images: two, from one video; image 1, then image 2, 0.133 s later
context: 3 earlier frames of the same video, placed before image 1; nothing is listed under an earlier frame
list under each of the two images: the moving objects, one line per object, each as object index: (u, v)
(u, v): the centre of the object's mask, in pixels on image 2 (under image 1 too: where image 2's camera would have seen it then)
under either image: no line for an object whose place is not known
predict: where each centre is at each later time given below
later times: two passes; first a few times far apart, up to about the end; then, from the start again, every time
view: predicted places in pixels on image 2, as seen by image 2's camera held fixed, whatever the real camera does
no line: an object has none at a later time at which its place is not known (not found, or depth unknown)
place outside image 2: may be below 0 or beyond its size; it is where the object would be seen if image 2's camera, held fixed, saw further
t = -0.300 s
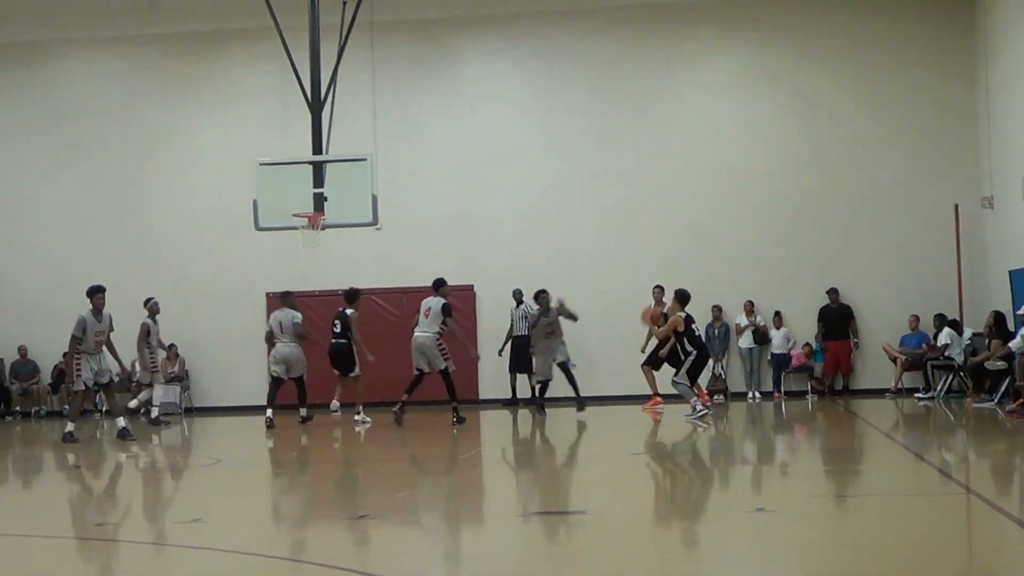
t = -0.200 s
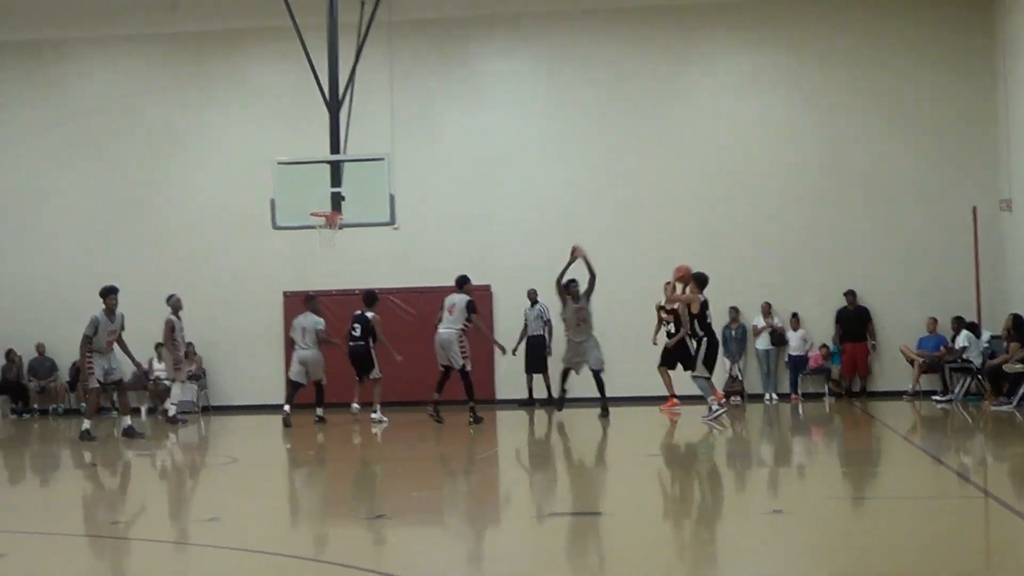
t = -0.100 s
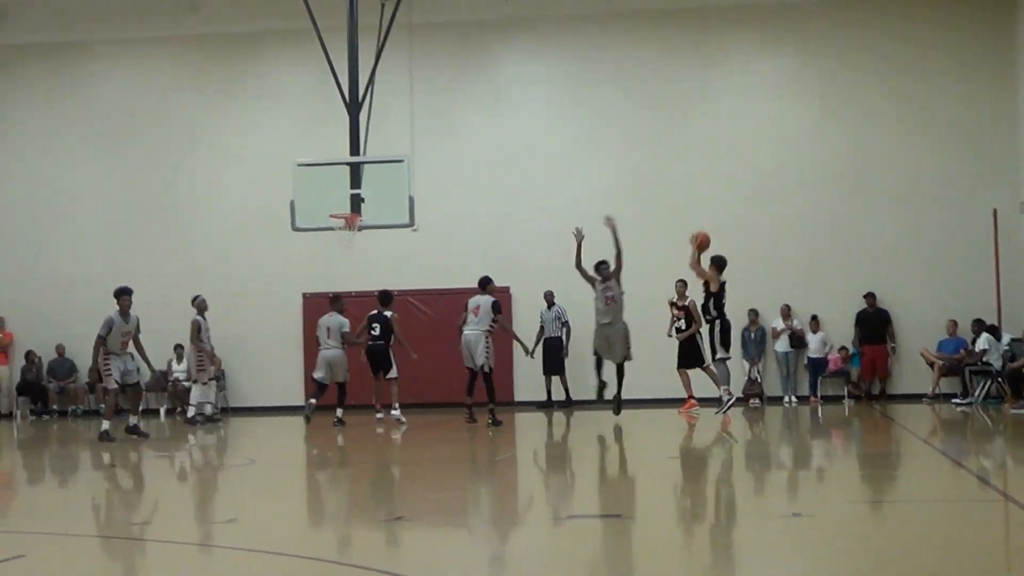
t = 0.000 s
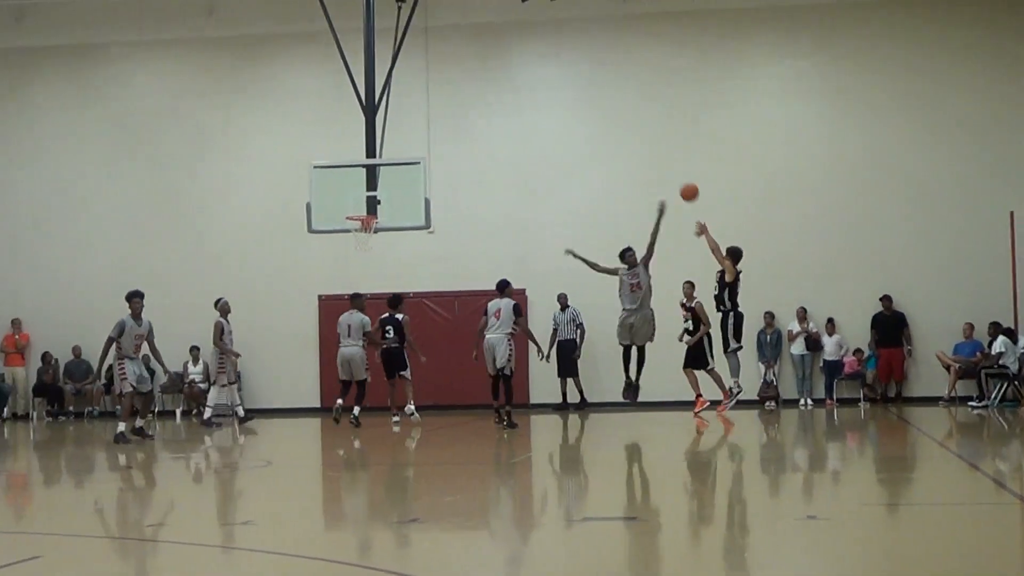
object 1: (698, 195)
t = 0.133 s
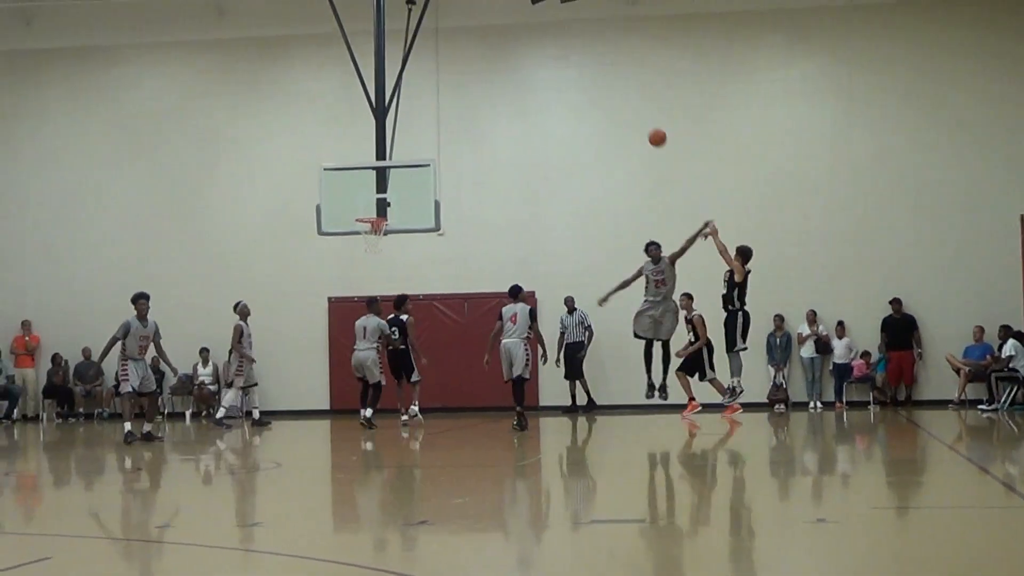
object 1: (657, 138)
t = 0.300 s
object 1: (609, 89)
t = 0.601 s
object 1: (533, 53)
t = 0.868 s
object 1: (472, 75)
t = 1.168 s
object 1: (411, 152)
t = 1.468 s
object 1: (364, 245)
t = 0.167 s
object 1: (647, 126)
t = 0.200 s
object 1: (637, 115)
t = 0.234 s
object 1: (628, 105)
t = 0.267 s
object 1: (619, 96)
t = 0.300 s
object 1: (609, 89)
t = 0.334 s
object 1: (600, 81)
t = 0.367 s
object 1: (591, 75)
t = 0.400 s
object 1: (582, 70)
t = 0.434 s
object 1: (574, 65)
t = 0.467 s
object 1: (565, 61)
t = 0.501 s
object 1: (557, 58)
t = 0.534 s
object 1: (549, 56)
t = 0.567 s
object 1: (541, 54)
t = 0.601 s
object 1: (533, 53)
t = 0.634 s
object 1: (525, 53)
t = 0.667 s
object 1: (517, 54)
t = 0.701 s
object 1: (510, 56)
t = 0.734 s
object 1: (501, 58)
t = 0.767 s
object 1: (494, 62)
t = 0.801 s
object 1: (486, 65)
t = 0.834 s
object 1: (479, 70)
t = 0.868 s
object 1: (472, 75)
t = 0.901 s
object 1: (465, 81)
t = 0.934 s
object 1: (458, 88)
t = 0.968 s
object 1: (451, 95)
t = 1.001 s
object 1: (444, 103)
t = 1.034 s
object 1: (437, 112)
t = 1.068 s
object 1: (431, 121)
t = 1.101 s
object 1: (424, 131)
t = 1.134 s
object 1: (417, 141)
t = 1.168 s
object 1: (411, 152)
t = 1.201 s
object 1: (404, 164)
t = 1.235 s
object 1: (398, 177)
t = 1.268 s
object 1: (391, 190)
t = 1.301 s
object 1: (386, 205)
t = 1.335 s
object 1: (378, 217)
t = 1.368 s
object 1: (373, 231)
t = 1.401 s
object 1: (369, 238)
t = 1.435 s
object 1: (367, 241)
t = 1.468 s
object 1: (364, 245)
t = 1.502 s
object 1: (361, 250)
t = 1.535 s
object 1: (358, 256)
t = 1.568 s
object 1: (355, 262)
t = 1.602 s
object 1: (352, 269)
